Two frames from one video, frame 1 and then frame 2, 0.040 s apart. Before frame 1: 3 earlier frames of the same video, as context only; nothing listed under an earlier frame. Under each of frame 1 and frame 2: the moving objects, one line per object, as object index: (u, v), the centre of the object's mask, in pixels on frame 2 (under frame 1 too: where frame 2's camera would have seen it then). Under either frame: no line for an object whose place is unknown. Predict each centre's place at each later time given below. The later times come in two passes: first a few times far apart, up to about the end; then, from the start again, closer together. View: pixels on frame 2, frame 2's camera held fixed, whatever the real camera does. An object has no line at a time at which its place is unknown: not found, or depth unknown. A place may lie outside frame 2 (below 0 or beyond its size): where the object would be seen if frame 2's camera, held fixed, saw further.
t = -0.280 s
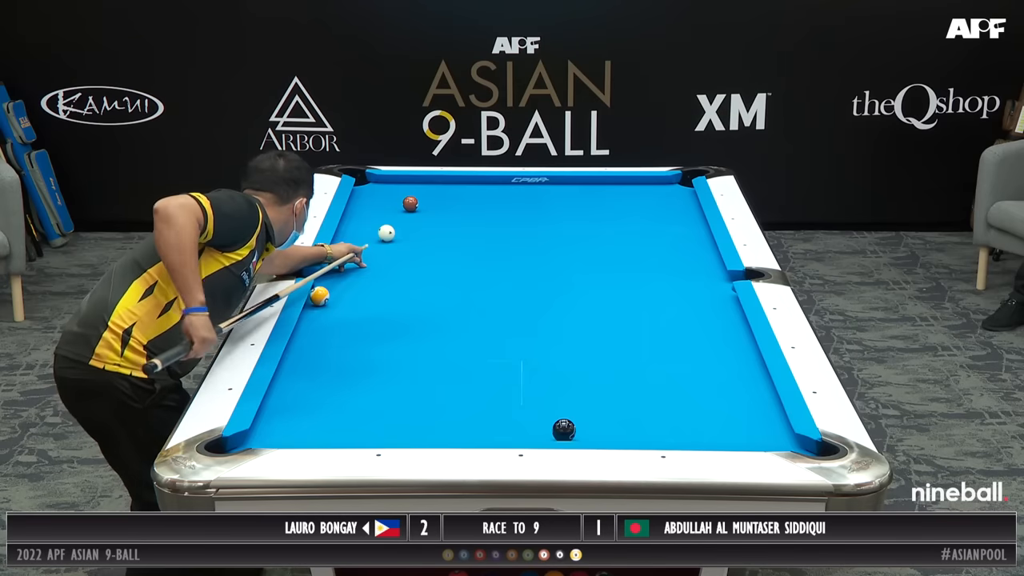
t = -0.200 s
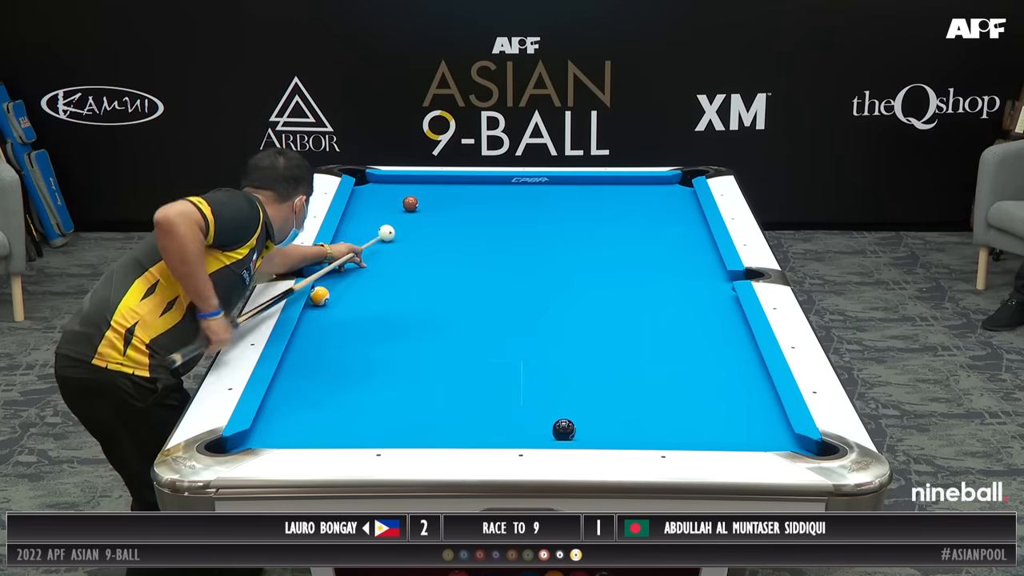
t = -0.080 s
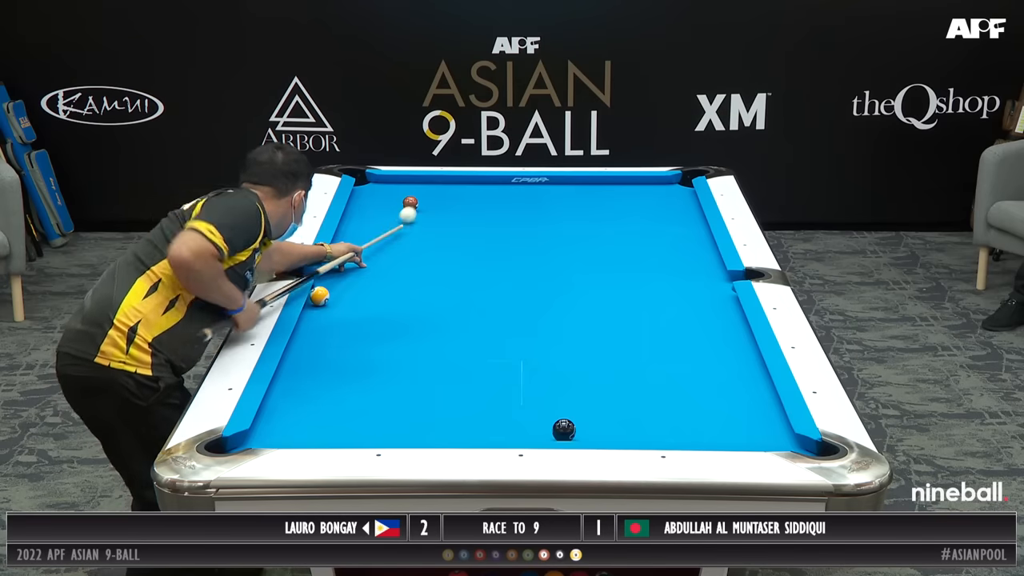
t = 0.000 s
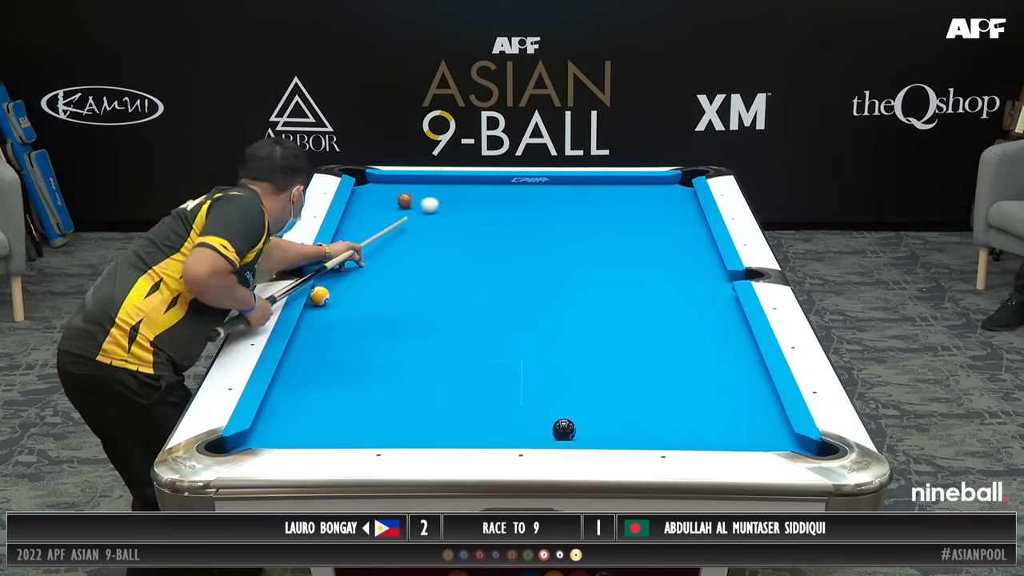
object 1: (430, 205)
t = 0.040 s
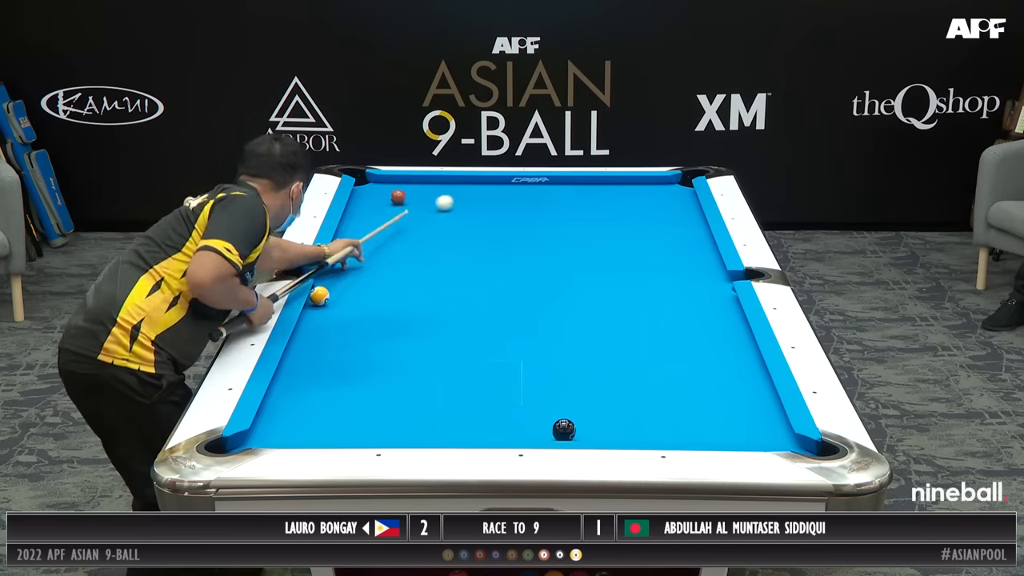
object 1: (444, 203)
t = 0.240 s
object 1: (507, 191)
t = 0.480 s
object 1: (574, 181)
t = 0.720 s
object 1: (637, 189)
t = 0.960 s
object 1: (683, 198)
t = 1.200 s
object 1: (653, 209)
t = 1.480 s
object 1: (619, 222)
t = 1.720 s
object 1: (588, 234)
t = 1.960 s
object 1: (559, 246)
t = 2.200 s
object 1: (528, 257)
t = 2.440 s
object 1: (496, 270)
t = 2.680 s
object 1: (465, 282)
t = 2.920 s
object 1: (433, 294)
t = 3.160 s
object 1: (400, 307)
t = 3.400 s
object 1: (367, 320)
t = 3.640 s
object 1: (334, 333)
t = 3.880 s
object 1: (300, 347)
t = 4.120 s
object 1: (305, 356)
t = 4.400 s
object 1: (316, 366)
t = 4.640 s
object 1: (326, 374)
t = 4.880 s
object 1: (335, 381)
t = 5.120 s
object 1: (343, 388)
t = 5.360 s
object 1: (350, 395)
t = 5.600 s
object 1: (358, 401)
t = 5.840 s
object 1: (365, 406)
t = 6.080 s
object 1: (371, 411)
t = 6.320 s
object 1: (376, 415)
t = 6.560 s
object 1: (380, 419)
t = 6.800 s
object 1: (384, 422)
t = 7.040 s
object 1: (388, 424)
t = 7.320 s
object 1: (391, 426)
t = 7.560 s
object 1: (392, 427)
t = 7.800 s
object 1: (392, 427)
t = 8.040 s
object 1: (391, 427)
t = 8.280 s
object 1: (391, 427)
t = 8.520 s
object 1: (392, 427)
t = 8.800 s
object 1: (391, 427)
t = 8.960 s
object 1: (391, 427)
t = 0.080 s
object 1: (457, 200)
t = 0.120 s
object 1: (470, 198)
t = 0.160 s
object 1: (482, 196)
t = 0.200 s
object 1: (494, 193)
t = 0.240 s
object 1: (507, 191)
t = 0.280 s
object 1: (518, 188)
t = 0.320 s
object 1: (530, 186)
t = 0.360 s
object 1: (542, 184)
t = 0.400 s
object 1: (553, 181)
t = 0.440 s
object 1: (564, 180)
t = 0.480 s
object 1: (574, 181)
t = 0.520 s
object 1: (585, 183)
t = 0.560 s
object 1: (595, 184)
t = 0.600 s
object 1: (605, 185)
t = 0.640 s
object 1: (616, 187)
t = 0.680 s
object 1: (627, 188)
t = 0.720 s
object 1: (637, 189)
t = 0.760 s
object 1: (648, 190)
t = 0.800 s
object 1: (658, 192)
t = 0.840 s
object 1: (669, 193)
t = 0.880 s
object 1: (680, 194)
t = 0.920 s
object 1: (689, 196)
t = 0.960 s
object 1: (683, 198)
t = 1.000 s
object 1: (677, 199)
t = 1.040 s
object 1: (672, 201)
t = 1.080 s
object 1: (668, 203)
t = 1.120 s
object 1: (663, 205)
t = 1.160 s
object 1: (658, 207)
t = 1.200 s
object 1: (653, 209)
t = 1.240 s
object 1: (648, 211)
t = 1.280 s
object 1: (643, 213)
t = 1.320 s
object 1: (638, 215)
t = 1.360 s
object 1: (633, 216)
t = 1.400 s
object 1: (628, 218)
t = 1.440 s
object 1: (623, 220)
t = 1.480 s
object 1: (619, 222)
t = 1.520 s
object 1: (613, 224)
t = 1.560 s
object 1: (609, 226)
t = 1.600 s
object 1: (604, 228)
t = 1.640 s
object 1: (599, 230)
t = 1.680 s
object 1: (594, 232)
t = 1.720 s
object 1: (588, 234)
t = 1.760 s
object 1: (584, 236)
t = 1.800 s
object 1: (579, 237)
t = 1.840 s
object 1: (574, 240)
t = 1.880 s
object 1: (569, 241)
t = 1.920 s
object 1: (563, 243)
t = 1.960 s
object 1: (559, 246)
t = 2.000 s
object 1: (553, 248)
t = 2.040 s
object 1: (548, 249)
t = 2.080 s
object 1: (543, 251)
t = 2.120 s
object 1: (538, 253)
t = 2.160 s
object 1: (533, 255)
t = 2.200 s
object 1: (528, 257)
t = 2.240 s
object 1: (522, 260)
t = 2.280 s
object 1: (517, 262)
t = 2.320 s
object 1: (512, 264)
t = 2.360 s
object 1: (507, 265)
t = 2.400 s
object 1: (502, 268)
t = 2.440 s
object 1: (496, 270)
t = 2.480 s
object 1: (491, 272)
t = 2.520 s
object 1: (486, 274)
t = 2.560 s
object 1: (481, 276)
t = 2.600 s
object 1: (475, 278)
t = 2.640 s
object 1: (470, 280)
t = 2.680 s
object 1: (465, 282)
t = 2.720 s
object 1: (459, 284)
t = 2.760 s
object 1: (454, 286)
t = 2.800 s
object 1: (449, 288)
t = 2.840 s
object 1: (443, 290)
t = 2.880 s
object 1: (438, 292)
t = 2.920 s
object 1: (433, 294)
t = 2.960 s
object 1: (427, 296)
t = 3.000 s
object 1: (422, 299)
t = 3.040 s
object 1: (417, 301)
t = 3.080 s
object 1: (411, 303)
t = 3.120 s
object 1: (406, 305)
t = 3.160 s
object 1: (400, 307)
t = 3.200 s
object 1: (395, 309)
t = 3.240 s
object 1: (389, 312)
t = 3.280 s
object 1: (384, 314)
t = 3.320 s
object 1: (378, 316)
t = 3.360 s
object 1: (373, 318)
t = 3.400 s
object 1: (367, 320)
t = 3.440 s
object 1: (361, 322)
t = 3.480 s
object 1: (356, 325)
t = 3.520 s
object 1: (350, 327)
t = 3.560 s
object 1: (345, 329)
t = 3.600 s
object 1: (340, 331)
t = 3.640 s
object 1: (334, 333)
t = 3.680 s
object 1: (328, 336)
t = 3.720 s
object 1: (322, 338)
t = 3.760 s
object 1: (317, 340)
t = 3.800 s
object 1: (311, 342)
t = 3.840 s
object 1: (305, 344)
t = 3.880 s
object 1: (300, 347)
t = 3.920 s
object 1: (296, 349)
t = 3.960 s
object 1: (298, 350)
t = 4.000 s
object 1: (300, 352)
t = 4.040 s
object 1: (302, 353)
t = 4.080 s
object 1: (303, 355)
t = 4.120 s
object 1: (305, 356)
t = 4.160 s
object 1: (307, 358)
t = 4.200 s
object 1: (308, 359)
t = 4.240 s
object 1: (310, 360)
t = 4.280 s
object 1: (312, 362)
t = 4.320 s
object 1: (313, 363)
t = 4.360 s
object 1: (315, 365)
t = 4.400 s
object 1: (316, 366)
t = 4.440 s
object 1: (318, 367)
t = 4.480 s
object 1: (319, 368)
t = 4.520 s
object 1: (321, 370)
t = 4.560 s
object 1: (323, 371)
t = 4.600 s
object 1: (324, 372)
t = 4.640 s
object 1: (326, 374)
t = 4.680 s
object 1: (327, 375)
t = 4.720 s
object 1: (329, 376)
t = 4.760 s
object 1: (330, 377)
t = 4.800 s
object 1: (332, 379)
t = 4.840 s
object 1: (333, 380)
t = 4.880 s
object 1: (335, 381)
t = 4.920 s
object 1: (336, 383)
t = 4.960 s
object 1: (337, 383)
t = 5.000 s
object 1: (339, 385)
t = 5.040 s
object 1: (340, 386)
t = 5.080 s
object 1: (342, 387)
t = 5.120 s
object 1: (343, 388)
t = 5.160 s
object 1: (344, 389)
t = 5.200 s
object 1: (345, 390)
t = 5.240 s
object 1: (347, 391)
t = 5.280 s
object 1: (348, 393)
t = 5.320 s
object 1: (349, 394)
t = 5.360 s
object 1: (350, 395)
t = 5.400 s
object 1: (352, 396)
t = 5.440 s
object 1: (353, 397)
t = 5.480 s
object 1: (354, 398)
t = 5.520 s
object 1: (356, 399)
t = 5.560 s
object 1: (357, 400)
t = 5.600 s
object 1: (358, 401)
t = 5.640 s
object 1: (359, 402)
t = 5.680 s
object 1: (360, 403)
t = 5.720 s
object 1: (361, 403)
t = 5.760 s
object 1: (363, 404)
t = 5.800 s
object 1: (364, 405)
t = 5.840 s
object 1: (365, 406)
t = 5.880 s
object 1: (366, 407)
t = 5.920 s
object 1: (367, 408)
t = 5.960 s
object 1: (368, 409)
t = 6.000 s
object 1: (369, 409)
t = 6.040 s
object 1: (370, 410)
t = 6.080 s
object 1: (371, 411)
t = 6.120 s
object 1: (372, 412)
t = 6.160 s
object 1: (372, 413)
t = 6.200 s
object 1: (373, 413)
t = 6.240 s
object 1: (374, 414)
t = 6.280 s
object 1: (375, 415)
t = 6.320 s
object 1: (376, 415)
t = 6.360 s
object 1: (377, 416)
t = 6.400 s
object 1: (377, 416)
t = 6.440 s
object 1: (378, 417)
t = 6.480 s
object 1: (379, 418)
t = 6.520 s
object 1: (379, 418)
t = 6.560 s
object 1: (380, 419)
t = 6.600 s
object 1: (381, 419)
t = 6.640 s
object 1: (381, 420)
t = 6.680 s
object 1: (382, 420)
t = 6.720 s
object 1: (383, 421)
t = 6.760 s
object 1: (384, 421)
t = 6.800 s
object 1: (384, 422)
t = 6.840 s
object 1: (385, 422)
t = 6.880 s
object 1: (385, 422)
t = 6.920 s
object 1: (386, 423)
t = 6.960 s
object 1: (387, 423)
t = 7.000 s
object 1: (387, 423)
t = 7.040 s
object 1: (388, 424)
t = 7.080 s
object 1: (388, 424)
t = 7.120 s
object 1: (389, 424)
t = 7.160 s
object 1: (389, 425)
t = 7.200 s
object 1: (389, 425)
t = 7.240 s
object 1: (390, 425)
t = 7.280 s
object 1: (390, 425)
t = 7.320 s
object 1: (391, 426)
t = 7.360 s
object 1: (391, 426)
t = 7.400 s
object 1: (391, 426)
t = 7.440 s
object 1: (391, 426)
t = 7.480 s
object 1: (392, 426)
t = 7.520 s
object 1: (392, 426)
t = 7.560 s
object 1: (392, 427)
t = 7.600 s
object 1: (392, 426)
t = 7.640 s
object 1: (392, 427)
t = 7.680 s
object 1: (392, 427)
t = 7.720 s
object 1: (392, 427)
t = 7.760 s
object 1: (392, 427)
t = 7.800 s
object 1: (392, 427)
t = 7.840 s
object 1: (392, 427)
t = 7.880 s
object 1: (392, 427)
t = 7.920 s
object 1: (392, 427)
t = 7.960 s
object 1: (392, 427)
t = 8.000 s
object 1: (392, 427)
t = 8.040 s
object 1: (391, 427)
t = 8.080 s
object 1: (391, 427)
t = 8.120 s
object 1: (392, 427)
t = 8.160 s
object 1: (392, 427)
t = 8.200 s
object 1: (391, 427)
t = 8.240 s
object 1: (391, 427)
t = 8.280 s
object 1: (391, 427)
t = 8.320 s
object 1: (391, 427)
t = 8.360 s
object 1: (391, 427)
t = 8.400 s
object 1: (392, 427)
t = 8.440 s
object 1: (392, 427)
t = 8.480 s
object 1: (392, 427)
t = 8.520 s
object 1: (392, 427)
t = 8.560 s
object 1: (391, 427)
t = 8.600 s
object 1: (391, 427)
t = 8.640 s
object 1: (392, 427)
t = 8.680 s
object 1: (391, 427)
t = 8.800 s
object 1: (391, 427)
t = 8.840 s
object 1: (391, 427)
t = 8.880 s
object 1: (391, 427)
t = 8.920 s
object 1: (392, 427)
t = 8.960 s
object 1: (391, 427)
